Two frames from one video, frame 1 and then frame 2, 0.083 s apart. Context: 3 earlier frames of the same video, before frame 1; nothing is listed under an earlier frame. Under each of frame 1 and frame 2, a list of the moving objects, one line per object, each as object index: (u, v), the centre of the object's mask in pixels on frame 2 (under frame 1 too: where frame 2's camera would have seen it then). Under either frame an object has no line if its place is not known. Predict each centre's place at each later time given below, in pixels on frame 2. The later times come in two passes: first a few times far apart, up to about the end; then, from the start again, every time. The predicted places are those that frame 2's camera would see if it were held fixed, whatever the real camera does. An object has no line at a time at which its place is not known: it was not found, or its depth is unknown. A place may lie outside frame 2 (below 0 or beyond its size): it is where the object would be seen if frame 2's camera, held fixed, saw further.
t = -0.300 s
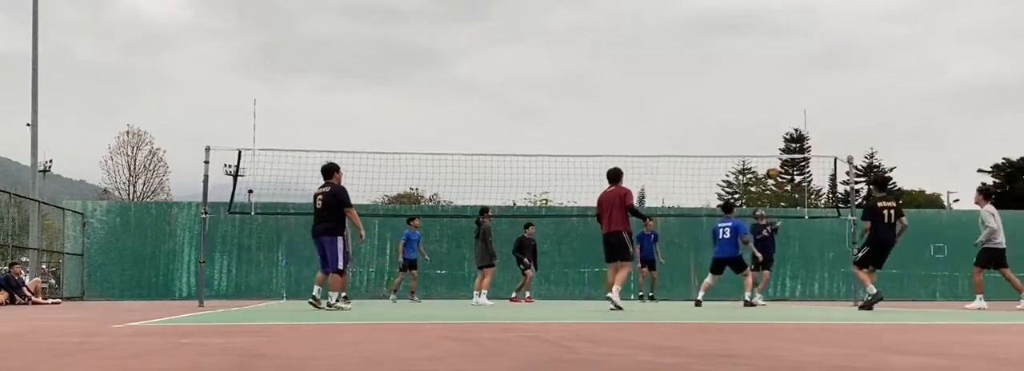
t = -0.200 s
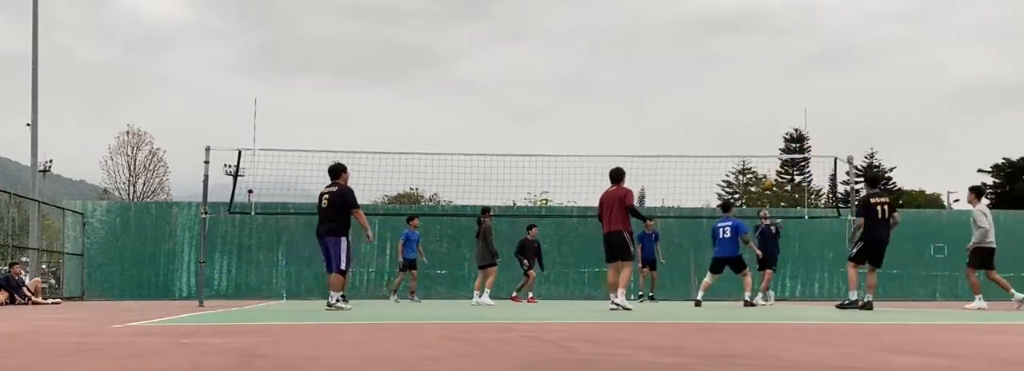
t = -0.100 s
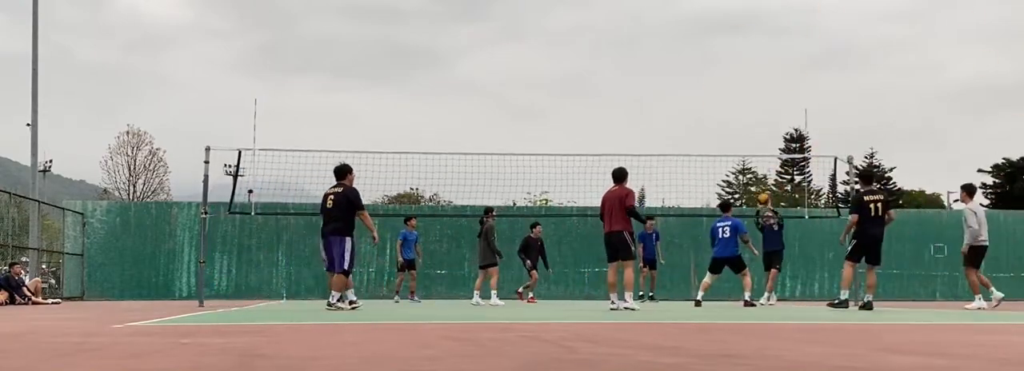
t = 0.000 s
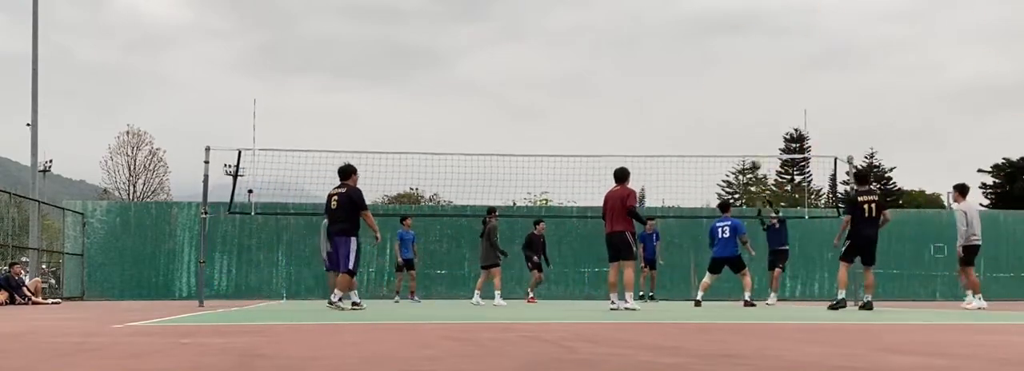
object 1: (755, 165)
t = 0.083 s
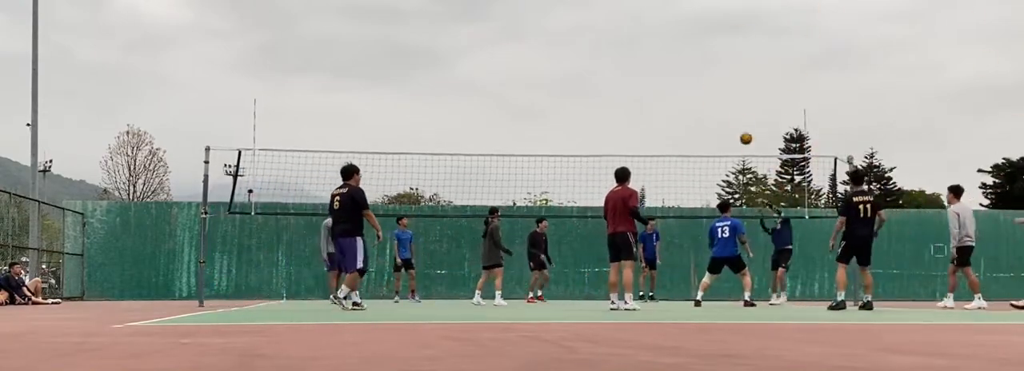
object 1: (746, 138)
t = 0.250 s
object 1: (730, 97)
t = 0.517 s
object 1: (706, 62)
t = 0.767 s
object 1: (684, 66)
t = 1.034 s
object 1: (661, 107)
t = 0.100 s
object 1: (744, 134)
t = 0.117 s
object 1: (743, 129)
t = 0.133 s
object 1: (741, 124)
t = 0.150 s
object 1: (739, 120)
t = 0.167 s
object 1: (737, 116)
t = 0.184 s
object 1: (736, 111)
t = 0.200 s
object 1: (734, 108)
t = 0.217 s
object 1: (733, 104)
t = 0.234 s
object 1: (731, 100)
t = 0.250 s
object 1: (730, 97)
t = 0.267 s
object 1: (728, 93)
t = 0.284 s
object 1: (727, 90)
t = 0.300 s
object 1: (725, 87)
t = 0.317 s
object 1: (723, 84)
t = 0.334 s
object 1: (722, 82)
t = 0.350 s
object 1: (720, 79)
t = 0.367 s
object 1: (719, 77)
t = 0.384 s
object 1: (717, 74)
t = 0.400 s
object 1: (716, 72)
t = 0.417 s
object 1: (715, 70)
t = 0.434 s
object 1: (713, 69)
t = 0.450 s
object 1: (711, 67)
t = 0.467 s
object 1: (710, 66)
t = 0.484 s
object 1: (708, 65)
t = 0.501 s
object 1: (707, 63)
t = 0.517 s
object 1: (706, 62)
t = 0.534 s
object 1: (704, 62)
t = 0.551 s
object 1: (702, 61)
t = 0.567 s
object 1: (701, 60)
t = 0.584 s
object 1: (700, 60)
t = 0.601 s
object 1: (698, 60)
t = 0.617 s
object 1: (697, 60)
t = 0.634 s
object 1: (695, 60)
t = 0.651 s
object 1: (694, 60)
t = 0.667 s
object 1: (692, 60)
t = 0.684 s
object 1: (691, 61)
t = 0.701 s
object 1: (689, 62)
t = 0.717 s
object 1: (688, 63)
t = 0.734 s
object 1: (687, 64)
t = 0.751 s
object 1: (685, 65)
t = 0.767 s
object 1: (684, 66)
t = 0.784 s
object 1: (682, 67)
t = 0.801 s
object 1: (681, 69)
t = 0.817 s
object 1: (679, 71)
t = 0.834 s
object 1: (678, 73)
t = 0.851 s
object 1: (677, 75)
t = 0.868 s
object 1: (675, 77)
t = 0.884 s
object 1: (674, 79)
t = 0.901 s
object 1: (672, 82)
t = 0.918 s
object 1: (671, 85)
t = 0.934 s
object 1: (670, 88)
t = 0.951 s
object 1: (668, 91)
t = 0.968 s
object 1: (667, 94)
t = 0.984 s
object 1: (665, 97)
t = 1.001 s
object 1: (664, 100)
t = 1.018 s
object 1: (663, 104)
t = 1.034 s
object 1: (661, 107)
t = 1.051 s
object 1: (660, 112)
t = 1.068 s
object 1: (658, 116)
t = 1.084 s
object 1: (657, 120)
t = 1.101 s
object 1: (656, 124)
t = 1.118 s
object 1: (654, 128)
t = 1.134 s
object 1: (653, 133)
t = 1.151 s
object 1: (651, 138)
